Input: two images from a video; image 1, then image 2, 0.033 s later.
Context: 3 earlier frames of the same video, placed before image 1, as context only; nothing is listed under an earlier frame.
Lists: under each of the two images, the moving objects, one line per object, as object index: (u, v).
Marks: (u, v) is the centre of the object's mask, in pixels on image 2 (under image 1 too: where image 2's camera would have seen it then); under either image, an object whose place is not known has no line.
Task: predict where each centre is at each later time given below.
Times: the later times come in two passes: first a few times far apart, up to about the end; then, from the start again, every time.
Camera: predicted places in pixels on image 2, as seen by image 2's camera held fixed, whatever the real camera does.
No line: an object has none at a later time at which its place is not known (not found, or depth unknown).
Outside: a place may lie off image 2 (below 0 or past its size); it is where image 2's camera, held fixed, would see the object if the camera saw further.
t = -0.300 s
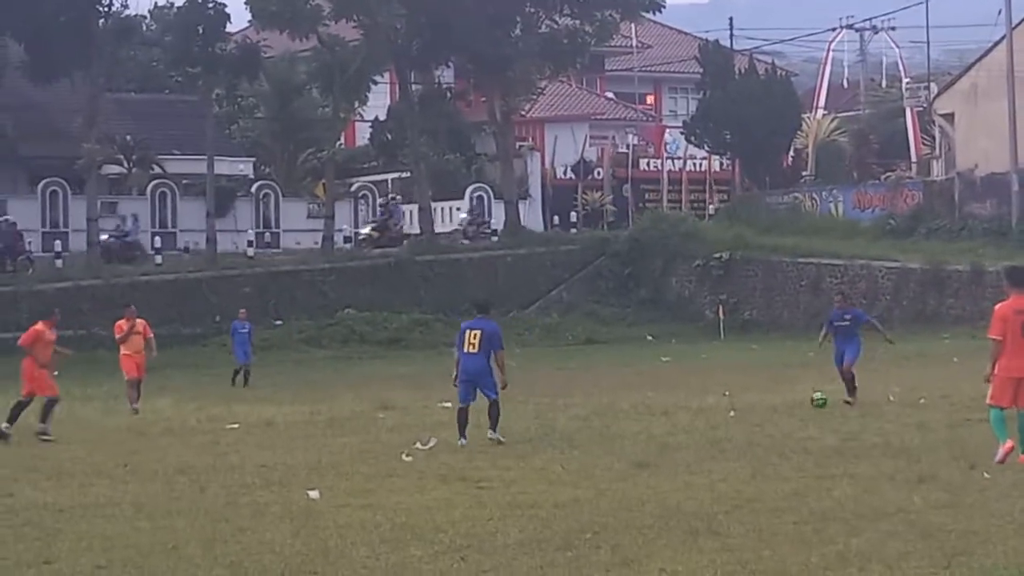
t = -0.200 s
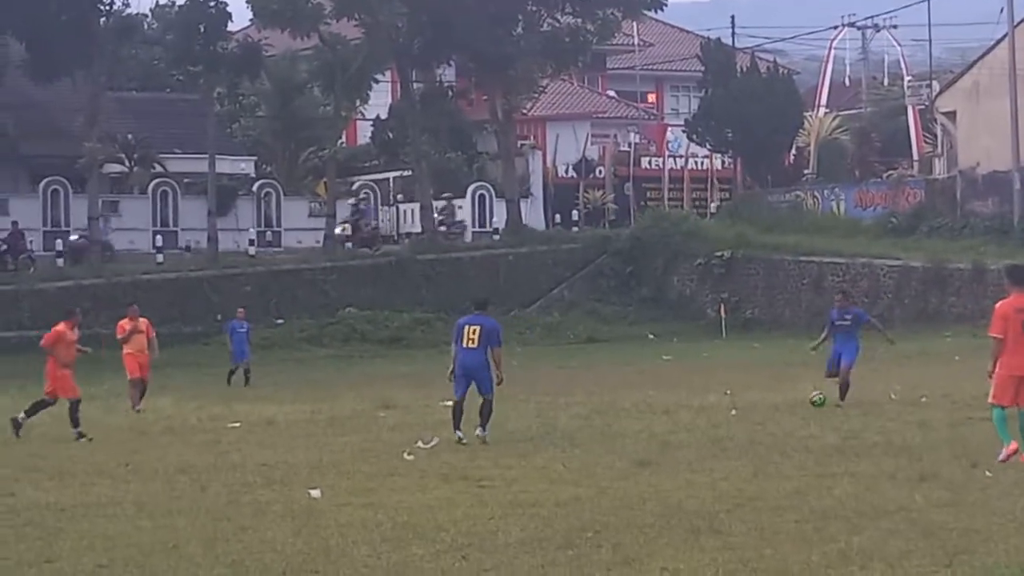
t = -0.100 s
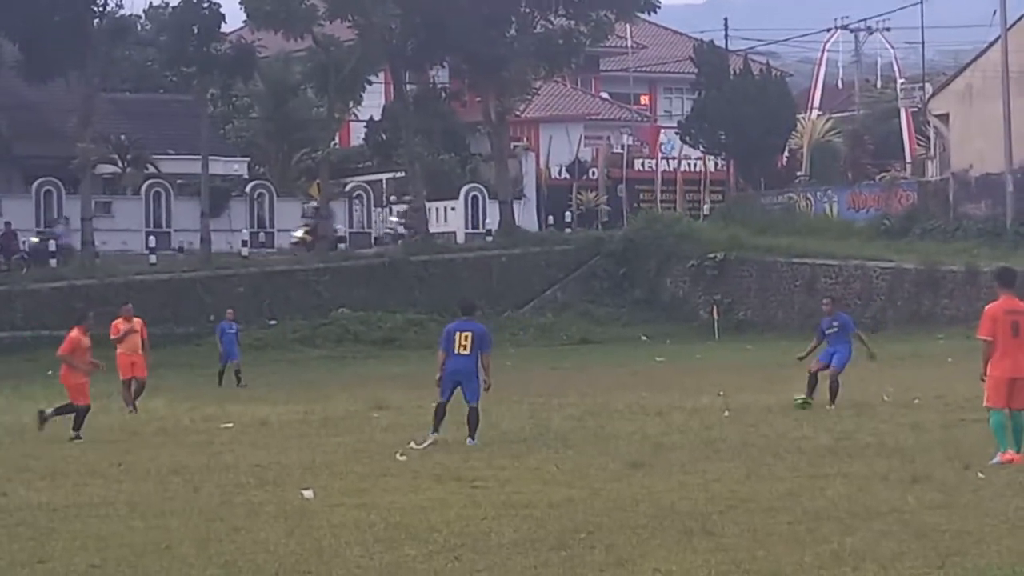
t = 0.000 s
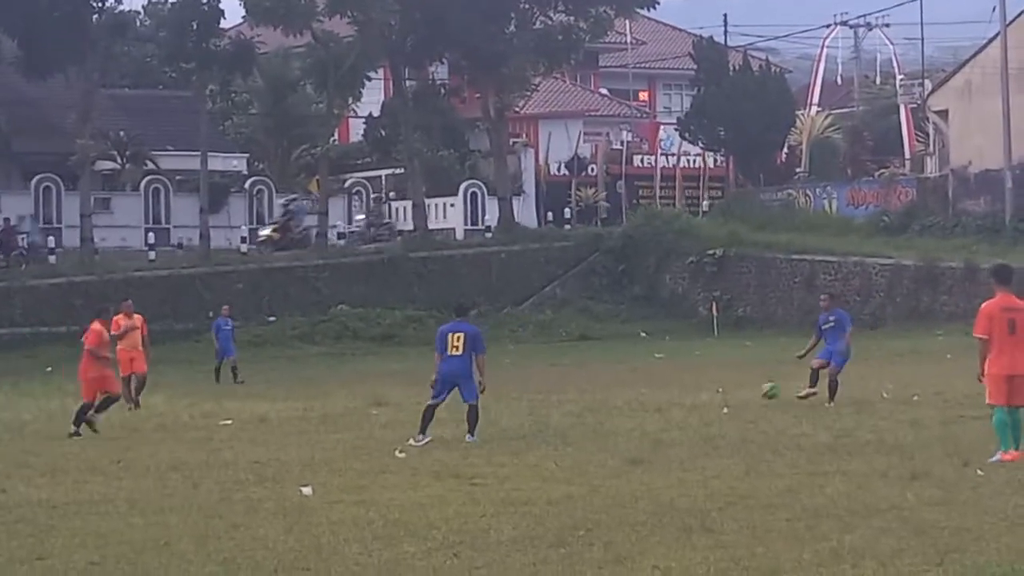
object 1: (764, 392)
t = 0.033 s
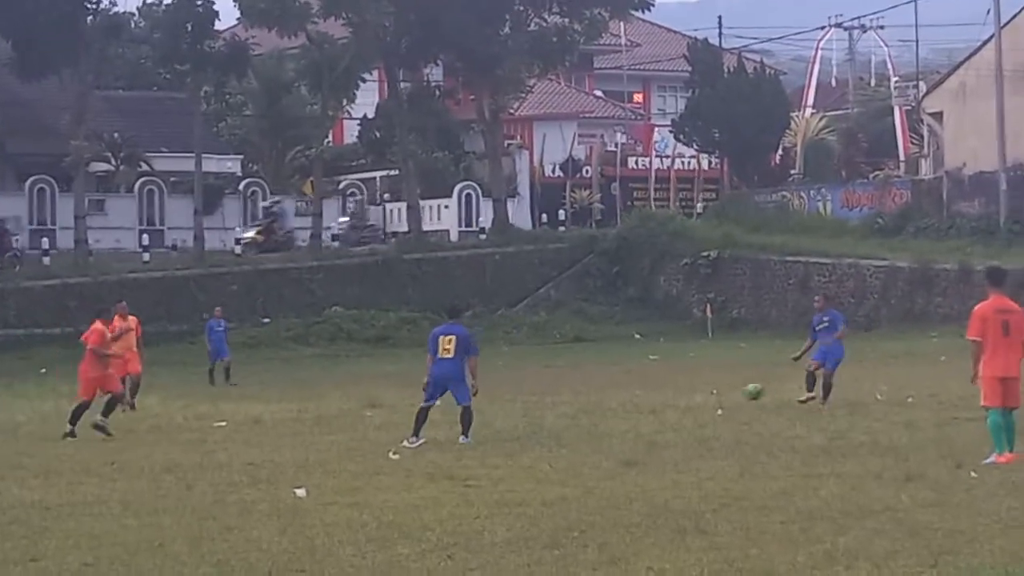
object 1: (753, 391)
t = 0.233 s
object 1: (688, 409)
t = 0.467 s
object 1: (618, 417)
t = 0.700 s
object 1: (549, 429)
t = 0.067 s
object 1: (742, 392)
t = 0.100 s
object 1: (733, 393)
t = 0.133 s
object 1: (721, 394)
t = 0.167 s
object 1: (710, 398)
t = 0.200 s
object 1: (699, 403)
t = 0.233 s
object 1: (688, 409)
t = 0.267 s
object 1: (678, 414)
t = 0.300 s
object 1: (667, 414)
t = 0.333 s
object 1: (658, 413)
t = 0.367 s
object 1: (648, 413)
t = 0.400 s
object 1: (638, 414)
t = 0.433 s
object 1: (628, 415)
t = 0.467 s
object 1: (618, 417)
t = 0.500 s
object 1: (608, 420)
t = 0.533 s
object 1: (598, 422)
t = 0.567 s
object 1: (588, 422)
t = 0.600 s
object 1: (578, 423)
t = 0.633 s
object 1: (568, 424)
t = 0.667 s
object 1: (558, 426)
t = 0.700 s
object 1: (549, 429)
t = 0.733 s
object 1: (539, 429)
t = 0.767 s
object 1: (528, 430)
